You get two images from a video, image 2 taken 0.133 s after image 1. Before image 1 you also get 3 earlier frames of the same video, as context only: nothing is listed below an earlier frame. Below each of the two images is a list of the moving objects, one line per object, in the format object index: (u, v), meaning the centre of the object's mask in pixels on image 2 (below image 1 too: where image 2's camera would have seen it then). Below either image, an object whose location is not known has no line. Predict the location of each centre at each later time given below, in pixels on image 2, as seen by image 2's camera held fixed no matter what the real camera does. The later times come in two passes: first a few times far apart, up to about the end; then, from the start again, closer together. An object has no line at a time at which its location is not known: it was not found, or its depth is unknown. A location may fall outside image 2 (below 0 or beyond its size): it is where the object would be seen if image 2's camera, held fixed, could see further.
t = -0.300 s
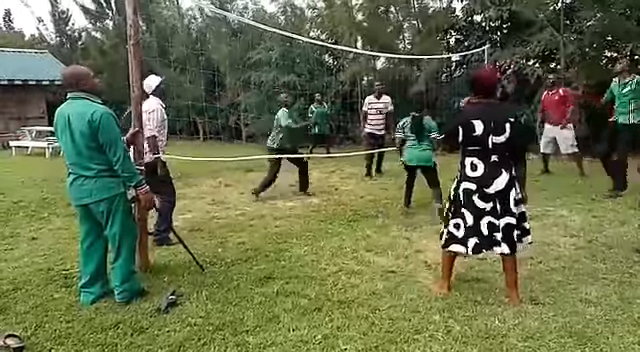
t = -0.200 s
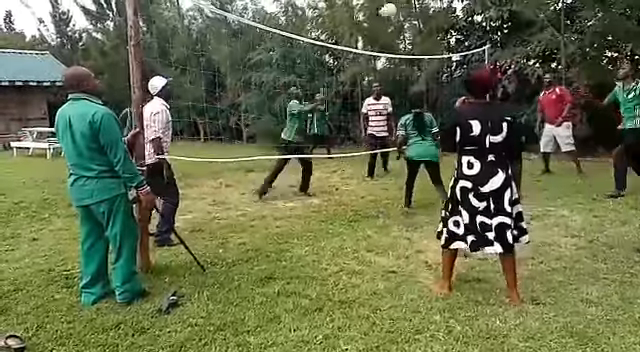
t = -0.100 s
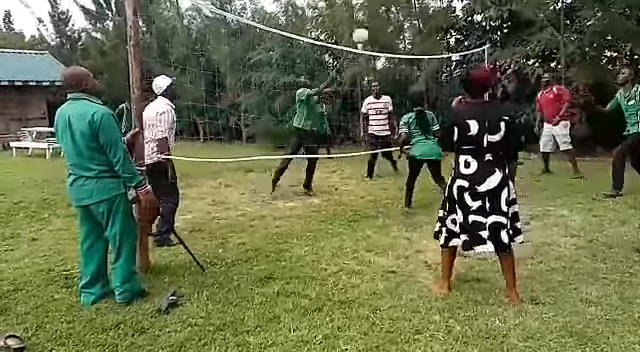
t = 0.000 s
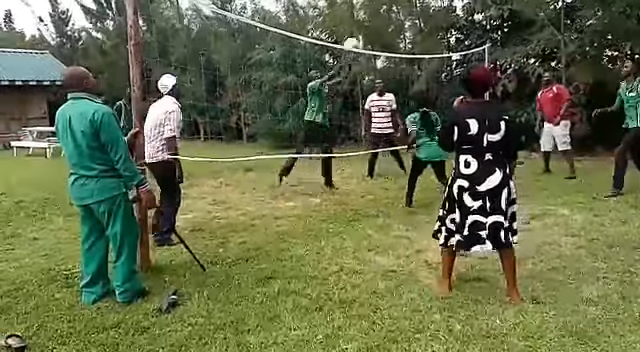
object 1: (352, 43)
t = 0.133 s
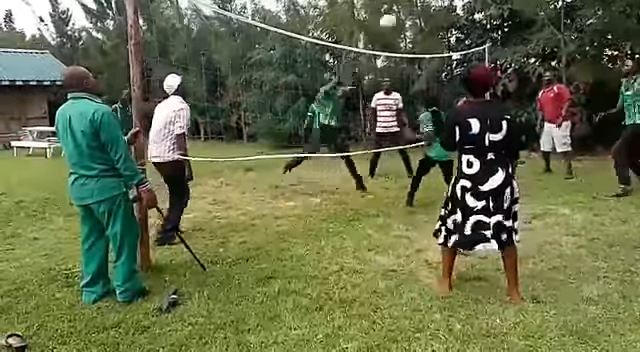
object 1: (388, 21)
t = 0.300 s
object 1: (438, 10)
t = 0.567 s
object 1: (531, 45)
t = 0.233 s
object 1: (417, 11)
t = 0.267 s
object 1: (427, 10)
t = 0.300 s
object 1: (438, 10)
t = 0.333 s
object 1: (448, 10)
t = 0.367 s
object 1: (460, 12)
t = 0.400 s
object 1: (472, 15)
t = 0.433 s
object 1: (483, 19)
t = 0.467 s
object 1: (495, 23)
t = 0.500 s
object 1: (507, 29)
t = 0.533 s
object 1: (519, 36)
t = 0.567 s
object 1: (531, 45)
